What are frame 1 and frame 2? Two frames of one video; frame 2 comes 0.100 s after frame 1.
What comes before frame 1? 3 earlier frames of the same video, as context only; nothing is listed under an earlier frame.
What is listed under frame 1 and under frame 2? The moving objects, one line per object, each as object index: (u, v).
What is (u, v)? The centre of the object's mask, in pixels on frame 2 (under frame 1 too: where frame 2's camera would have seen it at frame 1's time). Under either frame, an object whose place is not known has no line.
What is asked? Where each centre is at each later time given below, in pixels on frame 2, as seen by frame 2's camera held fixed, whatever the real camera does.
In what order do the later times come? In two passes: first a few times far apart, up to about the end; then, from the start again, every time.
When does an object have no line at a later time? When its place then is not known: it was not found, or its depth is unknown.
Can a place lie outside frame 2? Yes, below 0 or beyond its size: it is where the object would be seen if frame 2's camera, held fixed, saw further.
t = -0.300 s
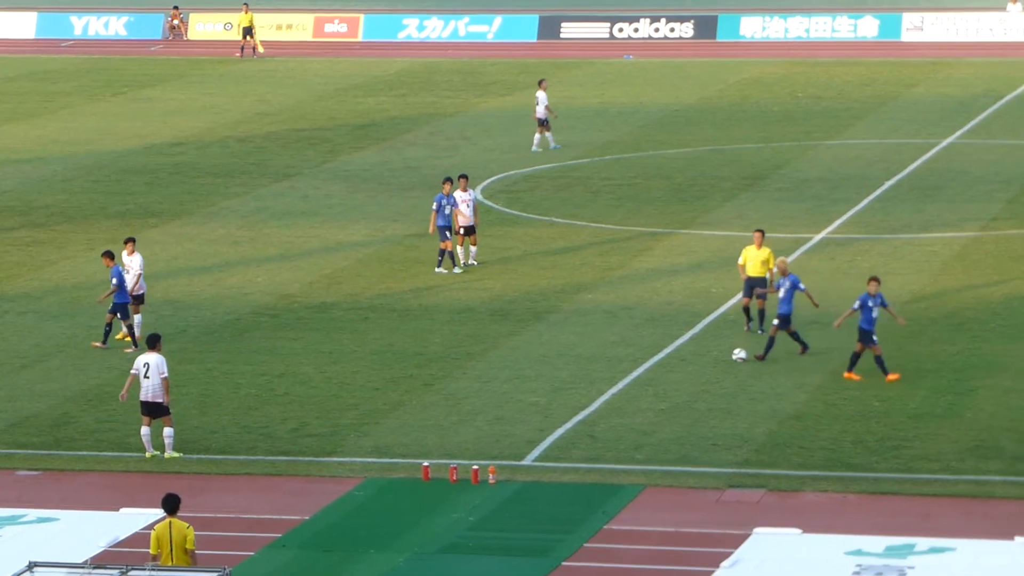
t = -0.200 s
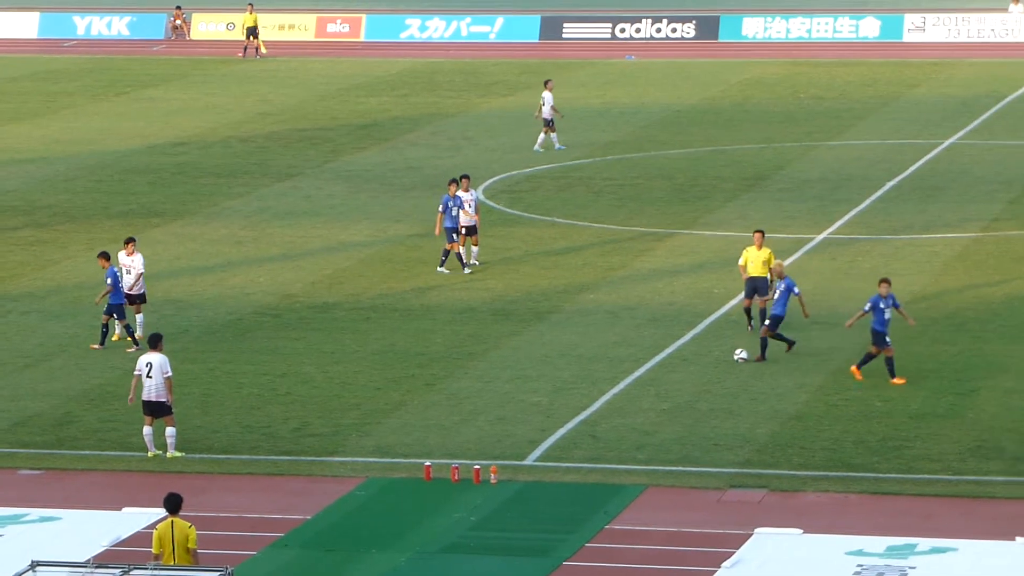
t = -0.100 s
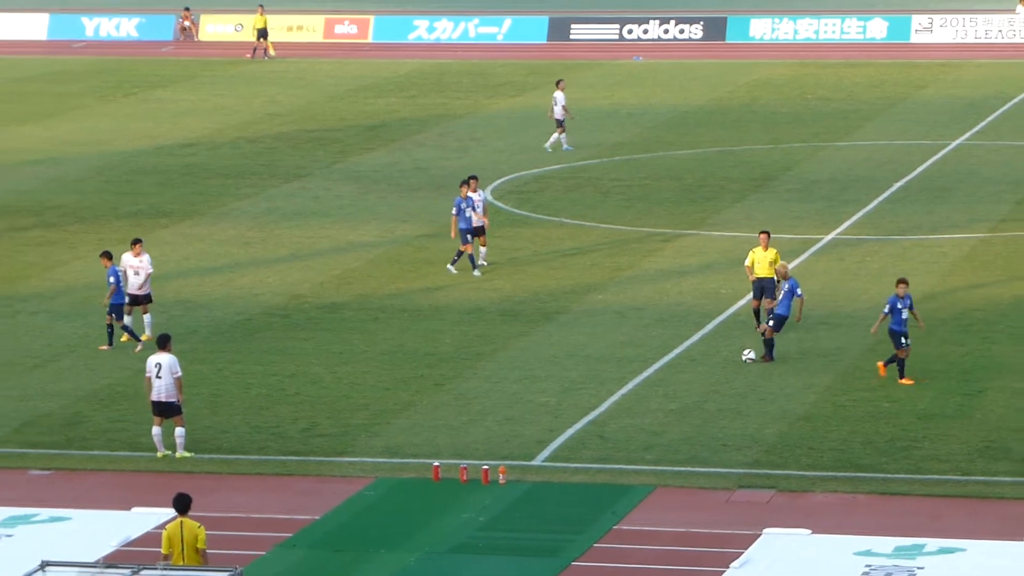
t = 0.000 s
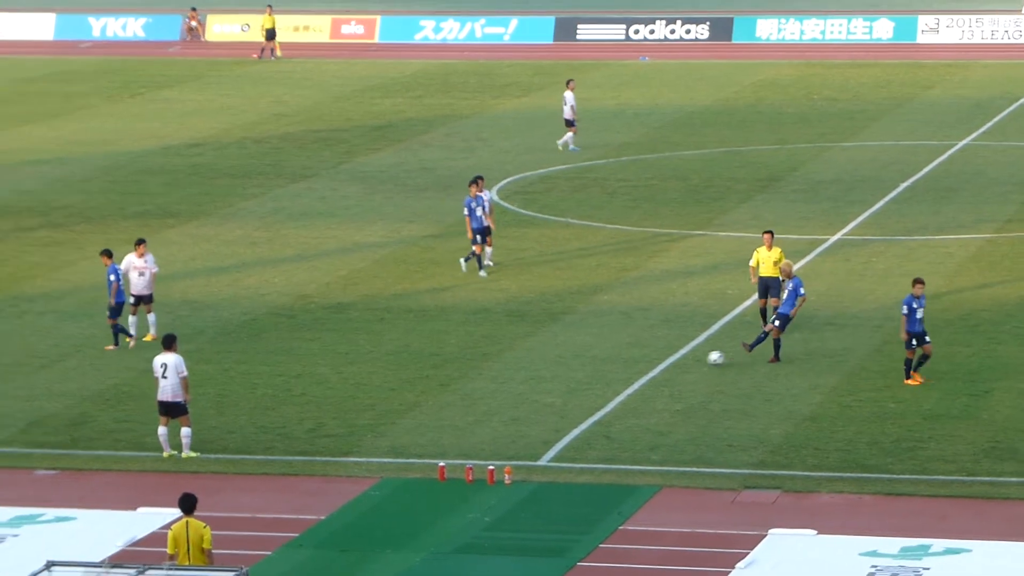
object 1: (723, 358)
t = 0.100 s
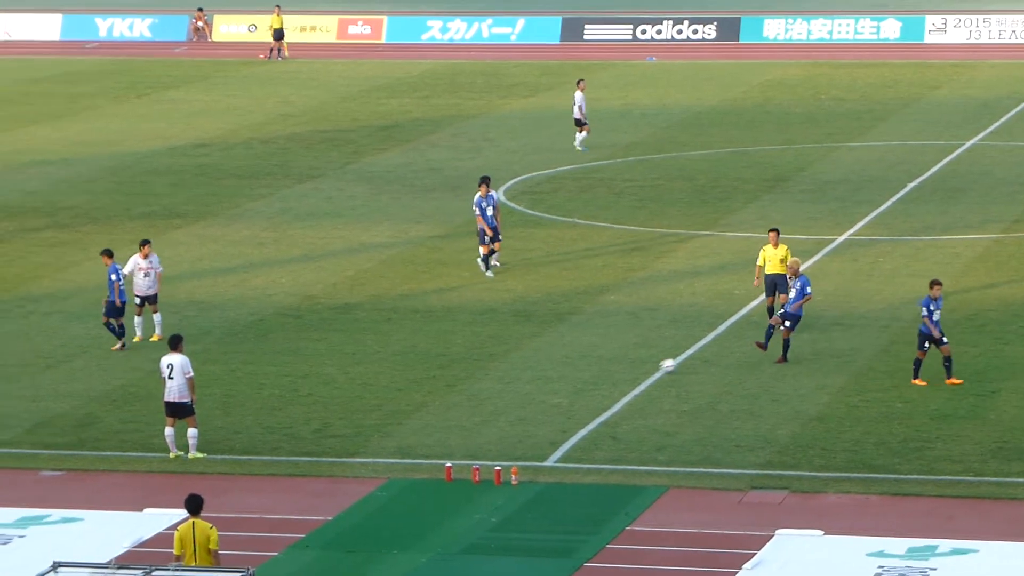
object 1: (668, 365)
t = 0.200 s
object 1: (618, 374)
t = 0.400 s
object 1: (528, 383)
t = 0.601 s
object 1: (450, 397)
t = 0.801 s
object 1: (385, 408)
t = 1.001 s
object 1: (325, 418)
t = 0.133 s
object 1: (650, 369)
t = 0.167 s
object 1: (633, 373)
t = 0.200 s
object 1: (618, 374)
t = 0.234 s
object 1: (603, 374)
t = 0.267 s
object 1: (588, 374)
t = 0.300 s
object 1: (573, 375)
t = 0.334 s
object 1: (558, 377)
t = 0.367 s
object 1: (544, 380)
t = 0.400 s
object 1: (528, 383)
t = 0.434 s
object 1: (514, 388)
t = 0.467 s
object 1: (499, 392)
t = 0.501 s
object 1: (487, 394)
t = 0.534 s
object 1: (474, 394)
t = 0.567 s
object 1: (462, 396)
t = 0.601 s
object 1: (450, 397)
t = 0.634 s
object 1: (438, 400)
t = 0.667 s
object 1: (426, 403)
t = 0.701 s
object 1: (415, 405)
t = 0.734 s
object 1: (405, 405)
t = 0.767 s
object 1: (395, 407)
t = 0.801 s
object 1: (385, 408)
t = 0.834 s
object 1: (374, 411)
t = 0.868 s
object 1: (364, 413)
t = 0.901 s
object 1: (354, 414)
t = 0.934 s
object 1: (345, 415)
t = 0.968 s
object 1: (335, 417)
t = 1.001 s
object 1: (325, 418)
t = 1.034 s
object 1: (315, 420)
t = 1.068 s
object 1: (305, 422)
